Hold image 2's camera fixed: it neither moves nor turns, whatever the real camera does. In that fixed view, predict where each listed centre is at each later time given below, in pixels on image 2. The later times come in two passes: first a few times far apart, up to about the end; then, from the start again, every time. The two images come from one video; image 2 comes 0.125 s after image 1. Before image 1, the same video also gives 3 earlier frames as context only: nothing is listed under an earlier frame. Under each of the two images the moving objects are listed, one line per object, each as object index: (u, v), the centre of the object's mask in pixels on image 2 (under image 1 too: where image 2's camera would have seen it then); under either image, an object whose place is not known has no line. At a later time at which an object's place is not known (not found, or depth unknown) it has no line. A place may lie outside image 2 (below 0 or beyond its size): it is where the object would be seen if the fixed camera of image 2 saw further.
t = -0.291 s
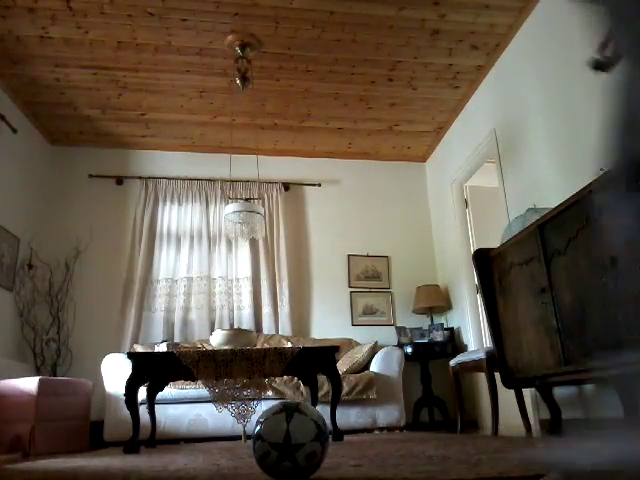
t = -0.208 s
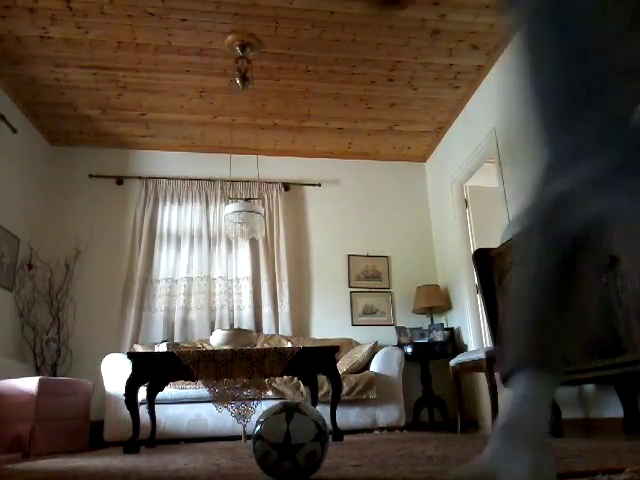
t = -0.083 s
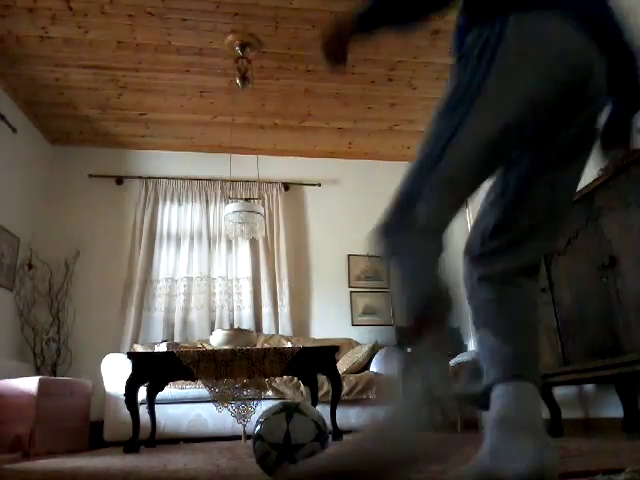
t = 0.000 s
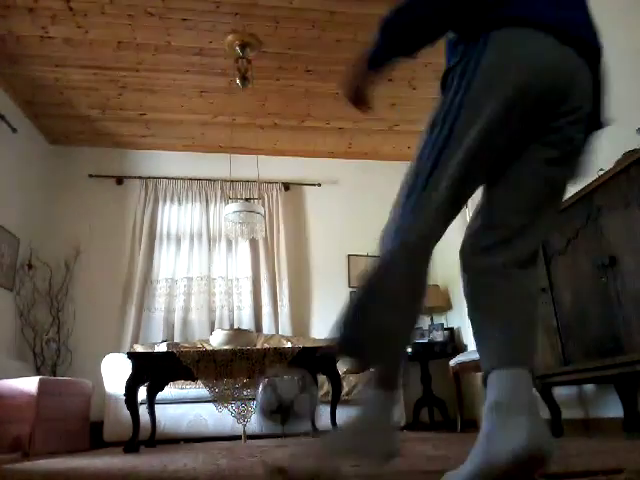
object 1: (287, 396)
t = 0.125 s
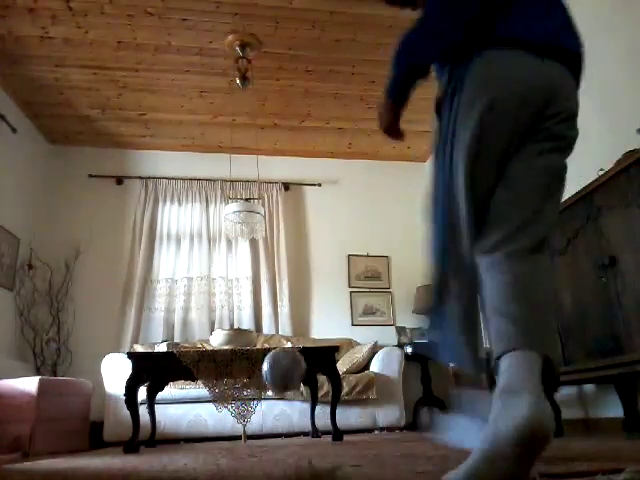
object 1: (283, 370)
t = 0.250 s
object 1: (284, 383)
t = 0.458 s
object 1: (285, 416)
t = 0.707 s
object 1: (290, 426)
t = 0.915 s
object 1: (299, 426)
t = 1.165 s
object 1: (305, 426)
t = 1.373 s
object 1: (309, 426)
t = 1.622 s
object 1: (310, 426)
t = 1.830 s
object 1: (309, 426)
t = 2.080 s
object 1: (310, 426)
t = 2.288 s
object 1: (310, 426)
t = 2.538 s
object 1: (310, 426)
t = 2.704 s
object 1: (310, 426)
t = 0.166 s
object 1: (283, 371)
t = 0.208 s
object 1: (283, 375)
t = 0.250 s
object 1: (284, 383)
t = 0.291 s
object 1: (285, 393)
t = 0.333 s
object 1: (286, 412)
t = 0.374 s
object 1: (284, 427)
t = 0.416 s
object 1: (284, 423)
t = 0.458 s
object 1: (285, 416)
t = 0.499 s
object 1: (286, 412)
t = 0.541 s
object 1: (286, 412)
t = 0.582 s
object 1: (287, 414)
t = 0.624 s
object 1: (287, 420)
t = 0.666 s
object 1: (287, 426)
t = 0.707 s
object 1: (290, 426)
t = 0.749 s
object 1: (291, 424)
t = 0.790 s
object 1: (293, 425)
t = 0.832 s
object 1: (295, 426)
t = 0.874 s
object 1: (298, 426)
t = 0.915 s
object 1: (299, 426)
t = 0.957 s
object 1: (300, 427)
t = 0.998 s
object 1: (301, 426)
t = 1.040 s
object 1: (302, 426)
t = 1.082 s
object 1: (302, 426)
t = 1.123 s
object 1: (304, 426)
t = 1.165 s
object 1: (305, 426)
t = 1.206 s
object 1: (305, 426)
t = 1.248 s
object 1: (305, 426)
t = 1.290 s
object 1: (308, 425)
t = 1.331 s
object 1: (308, 426)
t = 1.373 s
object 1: (309, 426)
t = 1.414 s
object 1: (309, 426)
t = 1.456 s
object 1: (309, 426)
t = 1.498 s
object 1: (309, 426)
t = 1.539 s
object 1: (309, 426)
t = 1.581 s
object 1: (309, 426)
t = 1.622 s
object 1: (310, 426)
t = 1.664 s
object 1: (309, 426)
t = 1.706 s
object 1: (310, 426)
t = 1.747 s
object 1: (309, 426)
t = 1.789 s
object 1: (309, 426)
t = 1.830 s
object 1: (309, 426)
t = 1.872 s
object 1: (310, 426)
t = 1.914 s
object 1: (310, 426)
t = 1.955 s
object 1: (310, 426)
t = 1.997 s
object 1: (310, 426)
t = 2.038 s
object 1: (310, 426)
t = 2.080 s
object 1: (310, 426)
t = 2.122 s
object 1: (310, 426)
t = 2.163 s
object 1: (310, 426)
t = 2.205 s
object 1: (310, 426)
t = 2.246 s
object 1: (310, 426)
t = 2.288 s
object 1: (310, 426)
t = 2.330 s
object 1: (310, 426)
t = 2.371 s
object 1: (310, 426)
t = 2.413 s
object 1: (310, 426)
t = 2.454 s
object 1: (310, 426)
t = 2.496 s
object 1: (310, 426)
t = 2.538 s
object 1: (310, 426)
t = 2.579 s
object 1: (310, 426)
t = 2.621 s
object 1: (310, 426)
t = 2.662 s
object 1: (310, 426)
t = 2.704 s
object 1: (310, 426)
